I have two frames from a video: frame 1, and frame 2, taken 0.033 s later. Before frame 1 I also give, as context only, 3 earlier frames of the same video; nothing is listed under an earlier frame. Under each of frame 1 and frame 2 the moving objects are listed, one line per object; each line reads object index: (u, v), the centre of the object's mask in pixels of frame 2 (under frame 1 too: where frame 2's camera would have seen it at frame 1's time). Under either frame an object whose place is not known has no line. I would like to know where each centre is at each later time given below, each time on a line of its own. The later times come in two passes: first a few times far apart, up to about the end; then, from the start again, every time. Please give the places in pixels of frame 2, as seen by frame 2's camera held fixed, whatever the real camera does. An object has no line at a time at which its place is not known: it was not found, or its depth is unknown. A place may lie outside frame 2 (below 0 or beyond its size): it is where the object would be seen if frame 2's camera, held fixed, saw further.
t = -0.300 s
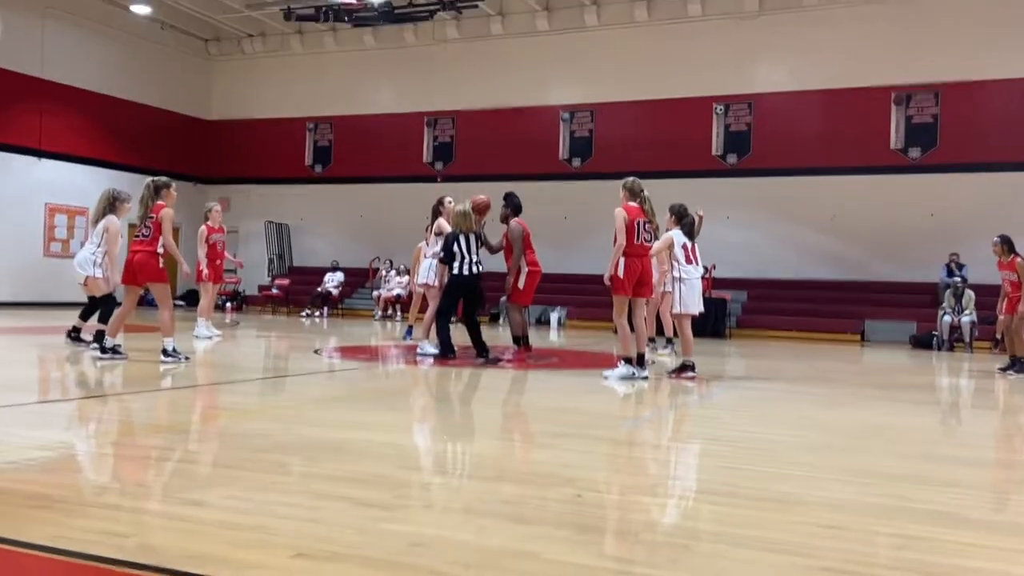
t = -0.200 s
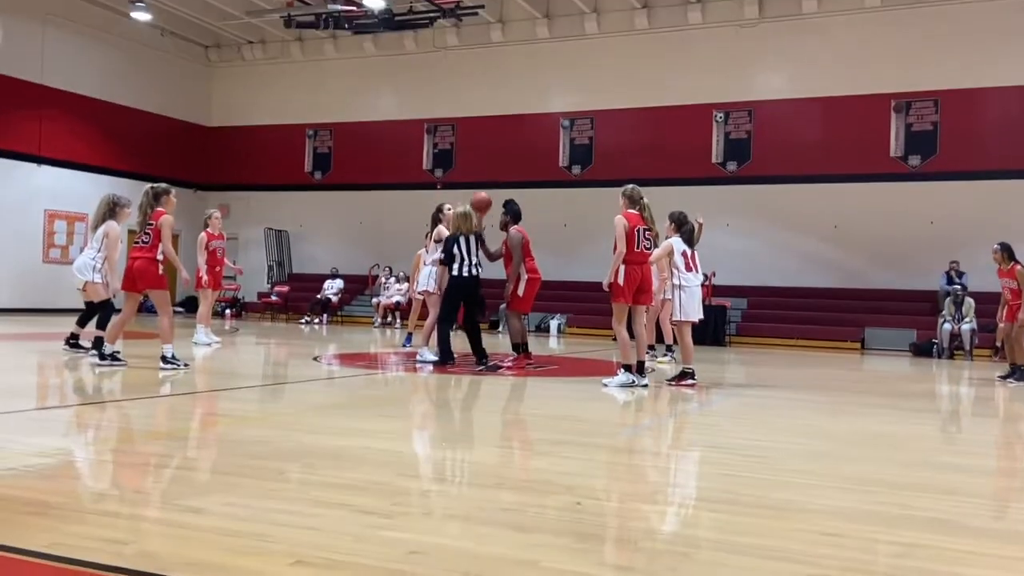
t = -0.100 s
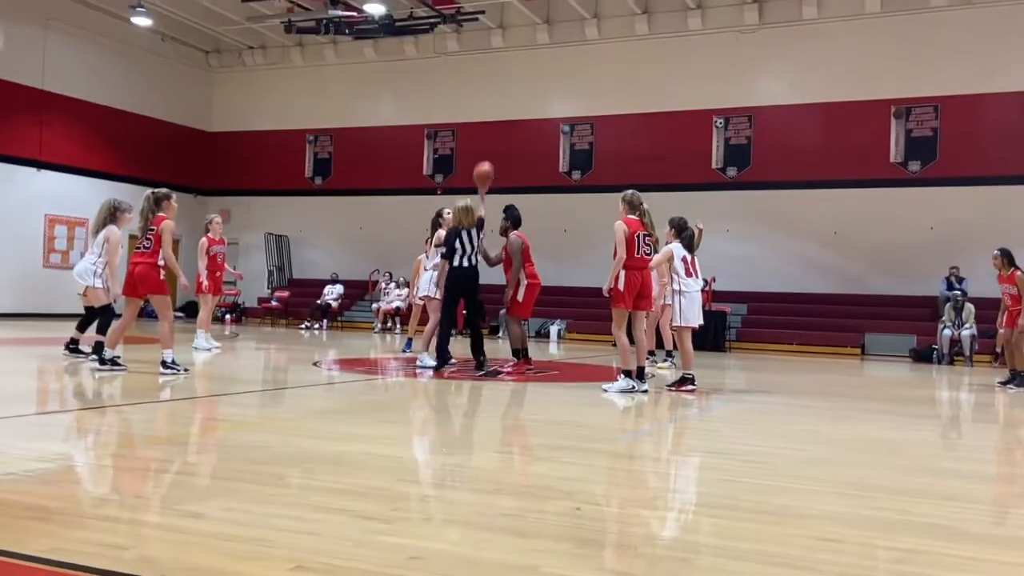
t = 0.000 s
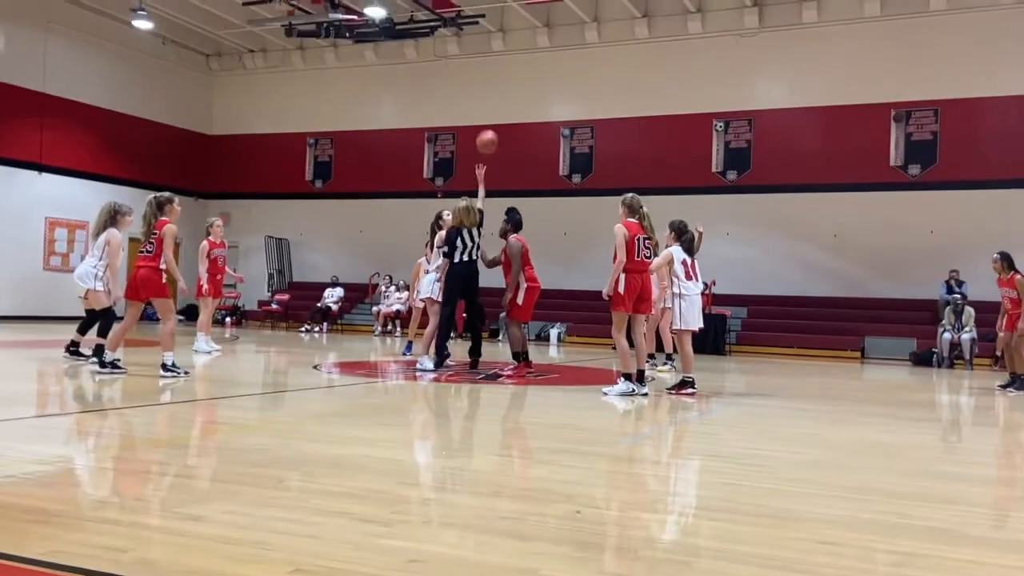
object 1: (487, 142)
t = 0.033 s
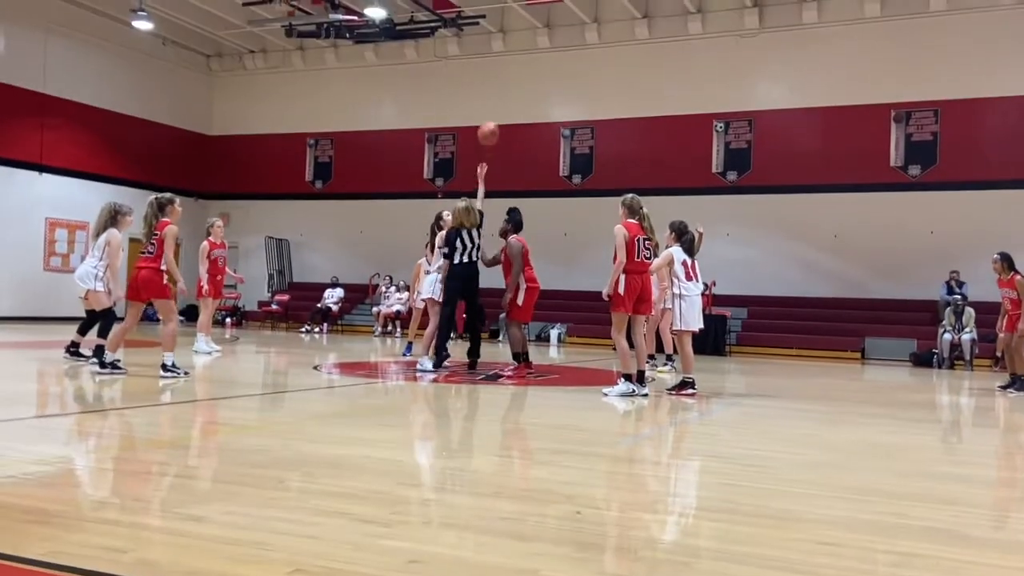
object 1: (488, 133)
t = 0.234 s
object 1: (494, 97)
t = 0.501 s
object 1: (498, 104)
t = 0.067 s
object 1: (489, 125)
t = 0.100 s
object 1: (490, 117)
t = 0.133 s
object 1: (491, 110)
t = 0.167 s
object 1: (492, 105)
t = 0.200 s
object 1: (493, 100)
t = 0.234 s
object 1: (494, 97)
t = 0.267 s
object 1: (494, 94)
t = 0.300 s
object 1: (495, 93)
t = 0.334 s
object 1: (496, 93)
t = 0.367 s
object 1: (496, 93)
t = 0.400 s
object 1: (497, 95)
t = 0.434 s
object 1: (497, 97)
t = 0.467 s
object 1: (498, 100)
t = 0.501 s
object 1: (498, 104)
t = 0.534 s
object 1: (499, 110)
